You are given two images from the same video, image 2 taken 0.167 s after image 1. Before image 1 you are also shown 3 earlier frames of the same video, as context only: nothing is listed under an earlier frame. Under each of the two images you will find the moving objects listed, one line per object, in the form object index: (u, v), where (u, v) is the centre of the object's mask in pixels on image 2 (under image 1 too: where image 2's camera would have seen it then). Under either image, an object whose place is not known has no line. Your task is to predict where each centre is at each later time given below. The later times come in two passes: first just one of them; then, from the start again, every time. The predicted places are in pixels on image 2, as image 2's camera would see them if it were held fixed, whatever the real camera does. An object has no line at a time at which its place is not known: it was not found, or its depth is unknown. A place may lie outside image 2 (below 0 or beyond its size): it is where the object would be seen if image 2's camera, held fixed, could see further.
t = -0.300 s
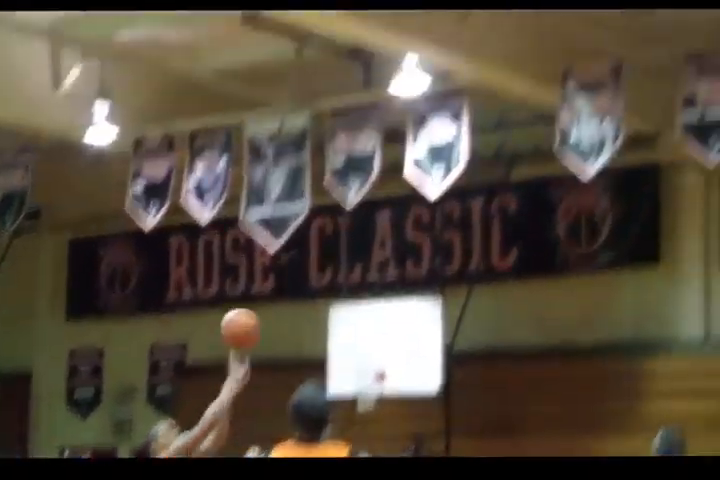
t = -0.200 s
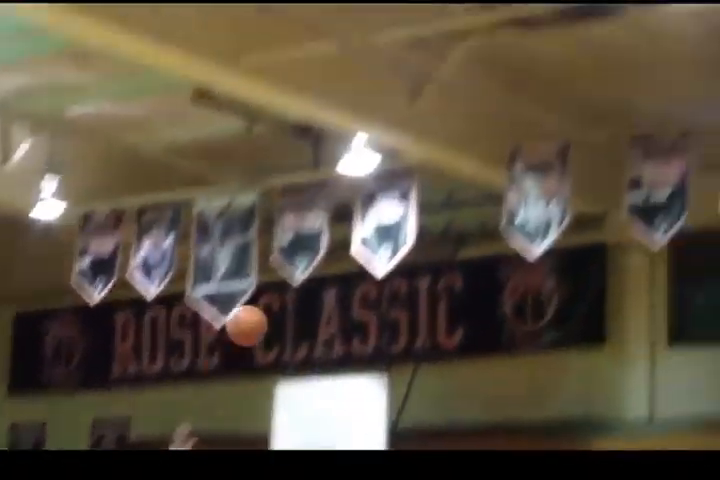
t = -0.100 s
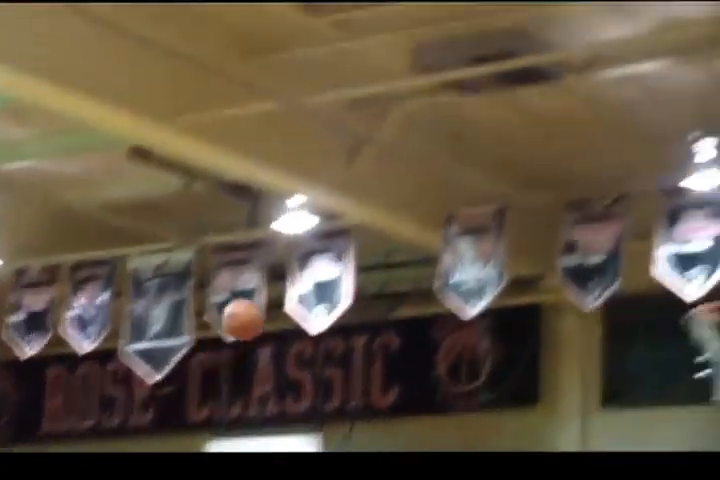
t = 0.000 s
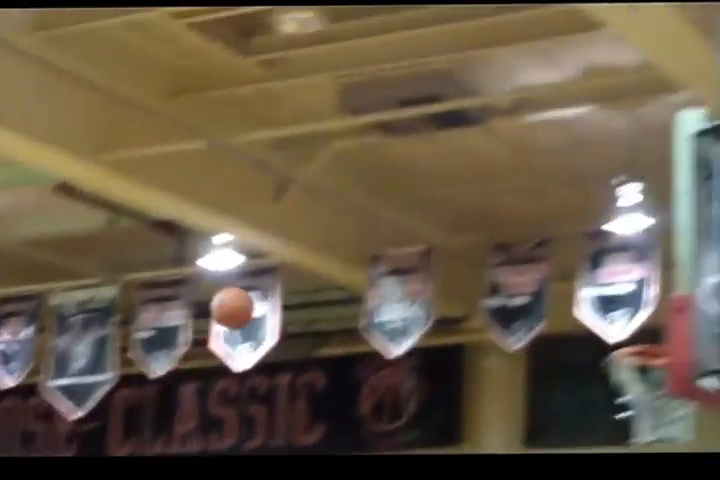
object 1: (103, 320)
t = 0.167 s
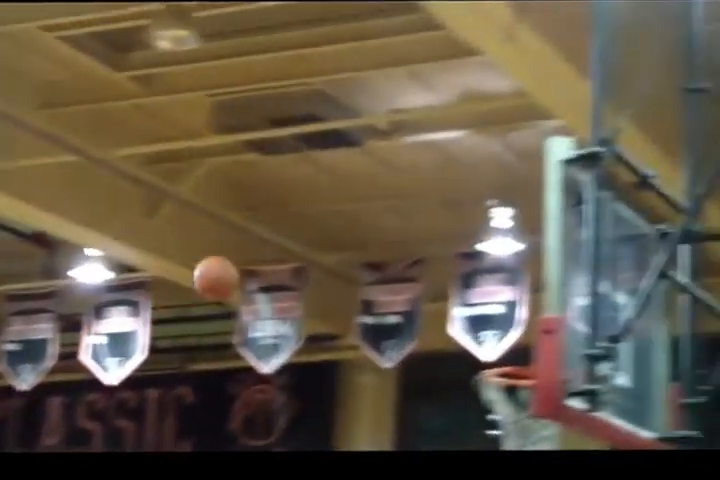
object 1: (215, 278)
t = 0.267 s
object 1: (283, 272)
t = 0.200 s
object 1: (239, 274)
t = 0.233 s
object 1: (261, 271)
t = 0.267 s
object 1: (283, 272)
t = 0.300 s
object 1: (306, 273)
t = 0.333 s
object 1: (329, 276)
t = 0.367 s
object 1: (352, 282)
